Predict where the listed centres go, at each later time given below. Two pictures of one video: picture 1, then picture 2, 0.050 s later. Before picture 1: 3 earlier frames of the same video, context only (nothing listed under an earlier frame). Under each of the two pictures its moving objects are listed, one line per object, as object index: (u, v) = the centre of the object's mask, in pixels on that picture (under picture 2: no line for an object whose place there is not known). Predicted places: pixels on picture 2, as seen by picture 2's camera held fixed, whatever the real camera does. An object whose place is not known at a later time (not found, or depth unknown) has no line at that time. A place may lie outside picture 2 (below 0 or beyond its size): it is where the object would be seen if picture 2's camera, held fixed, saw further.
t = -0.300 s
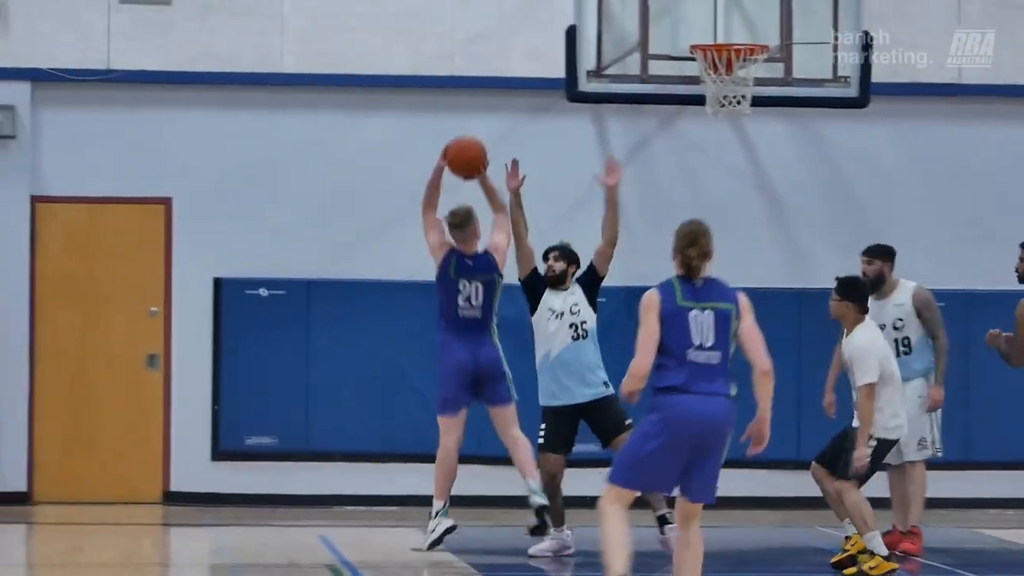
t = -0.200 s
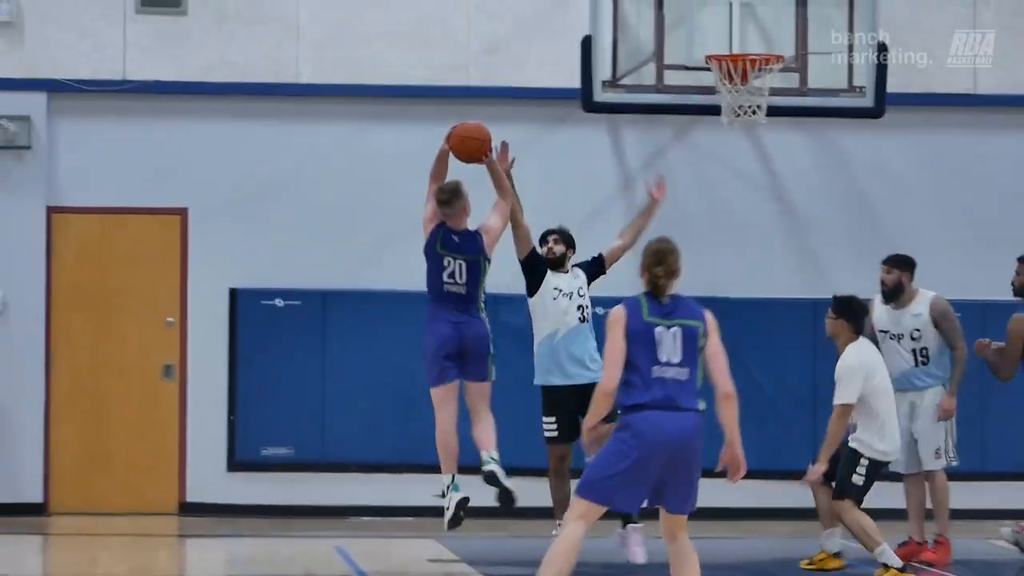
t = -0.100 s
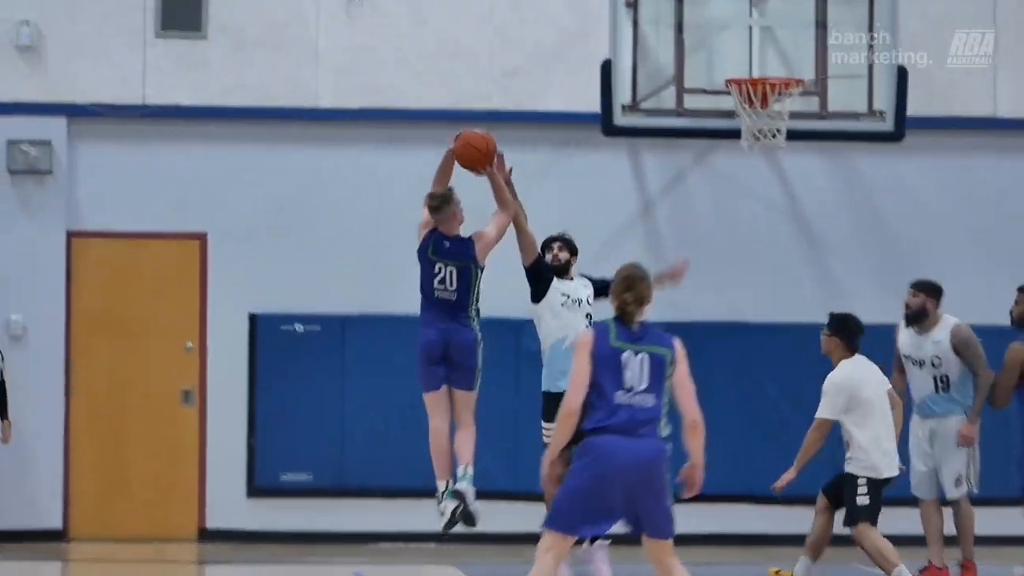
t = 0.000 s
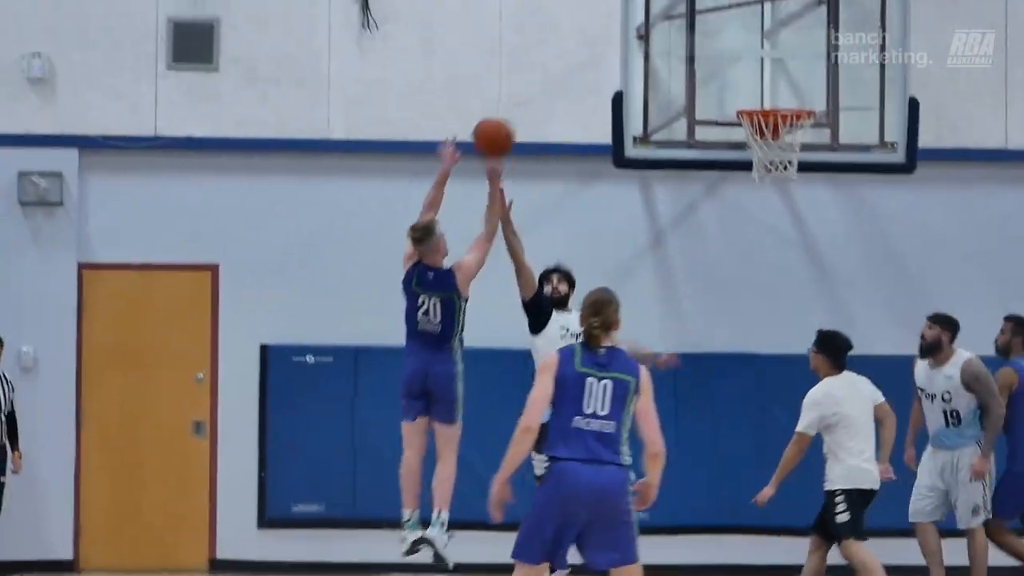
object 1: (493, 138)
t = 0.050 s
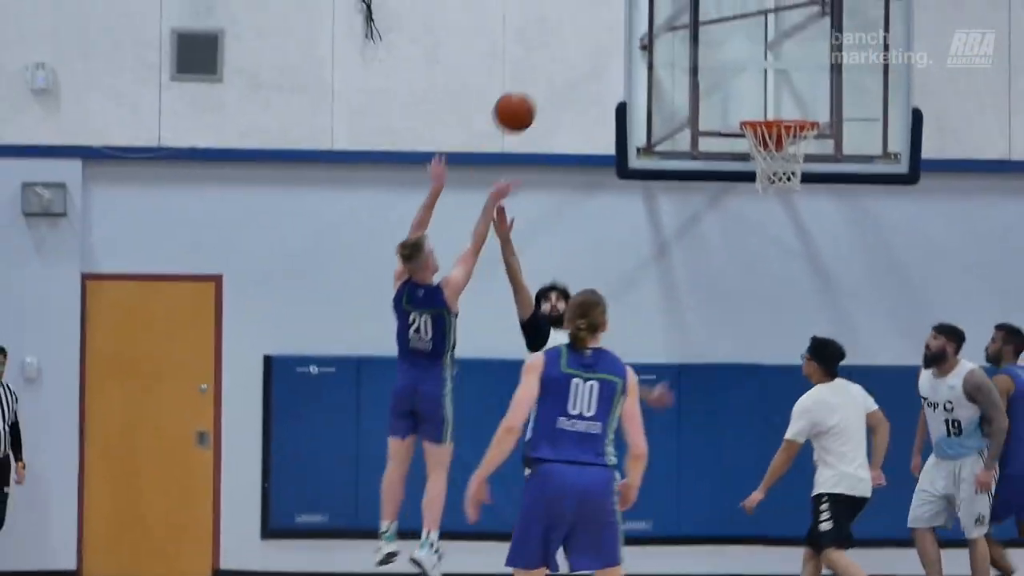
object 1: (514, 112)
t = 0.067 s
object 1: (520, 100)
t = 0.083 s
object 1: (526, 89)
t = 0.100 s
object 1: (532, 79)
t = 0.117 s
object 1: (537, 69)
